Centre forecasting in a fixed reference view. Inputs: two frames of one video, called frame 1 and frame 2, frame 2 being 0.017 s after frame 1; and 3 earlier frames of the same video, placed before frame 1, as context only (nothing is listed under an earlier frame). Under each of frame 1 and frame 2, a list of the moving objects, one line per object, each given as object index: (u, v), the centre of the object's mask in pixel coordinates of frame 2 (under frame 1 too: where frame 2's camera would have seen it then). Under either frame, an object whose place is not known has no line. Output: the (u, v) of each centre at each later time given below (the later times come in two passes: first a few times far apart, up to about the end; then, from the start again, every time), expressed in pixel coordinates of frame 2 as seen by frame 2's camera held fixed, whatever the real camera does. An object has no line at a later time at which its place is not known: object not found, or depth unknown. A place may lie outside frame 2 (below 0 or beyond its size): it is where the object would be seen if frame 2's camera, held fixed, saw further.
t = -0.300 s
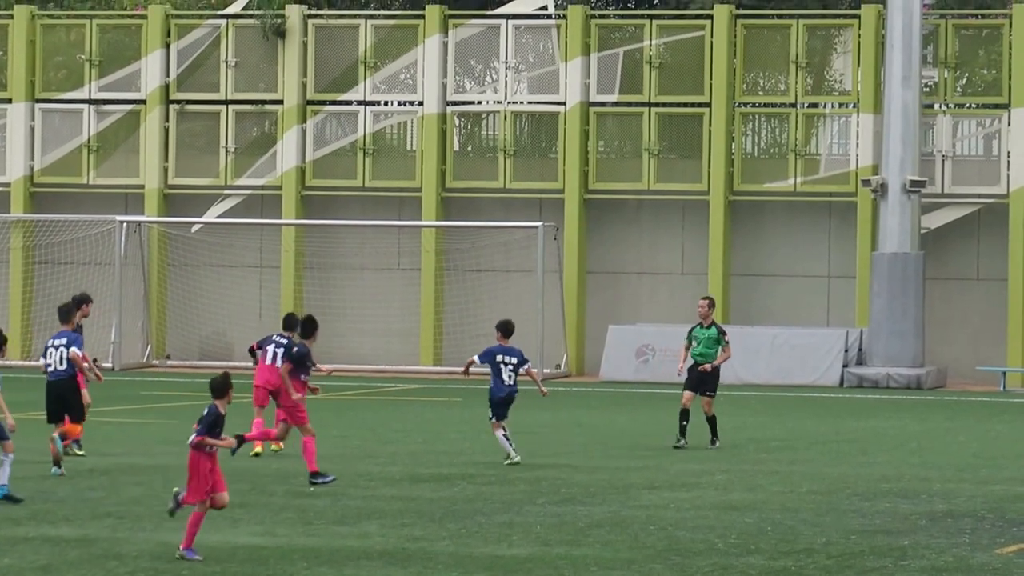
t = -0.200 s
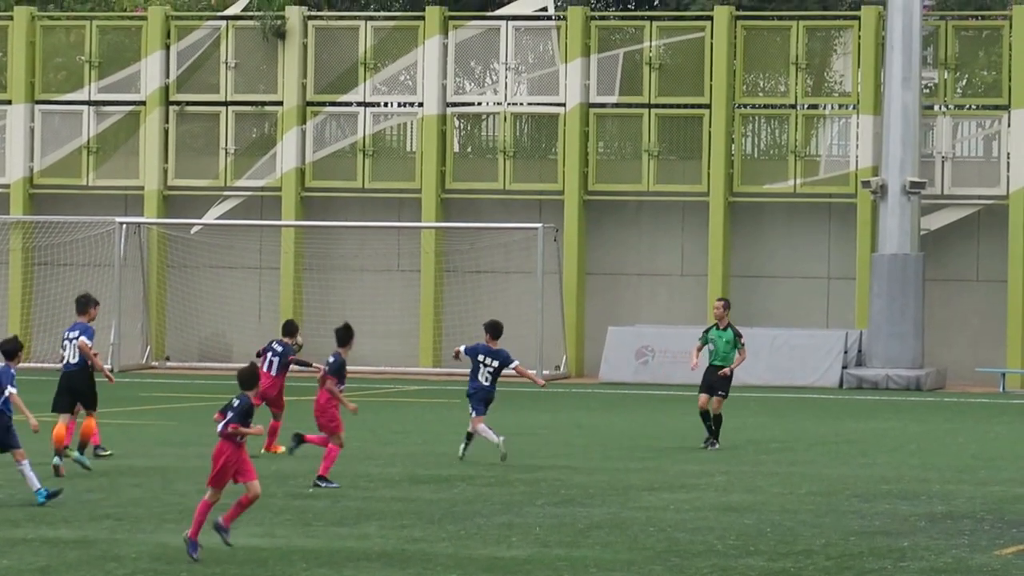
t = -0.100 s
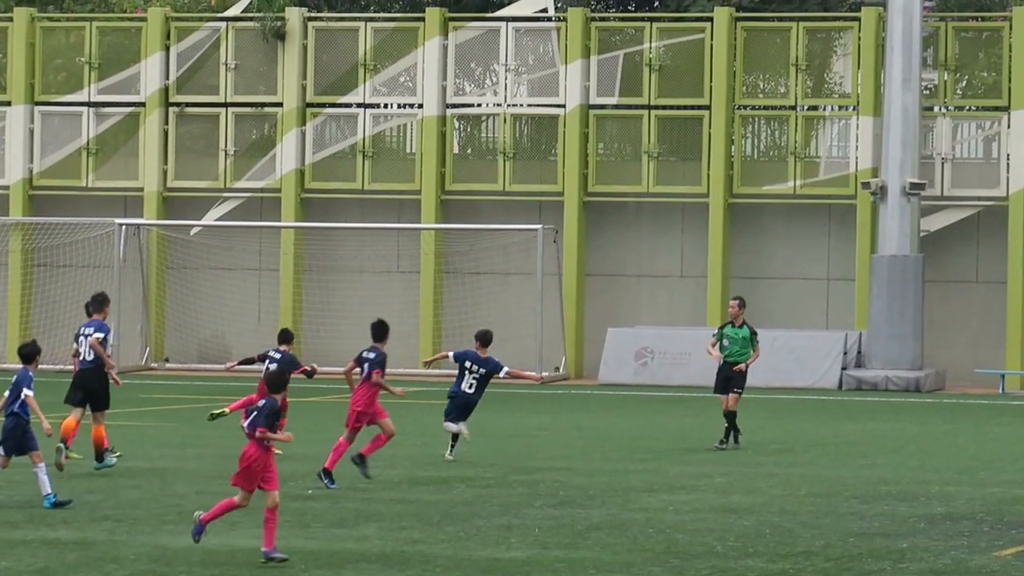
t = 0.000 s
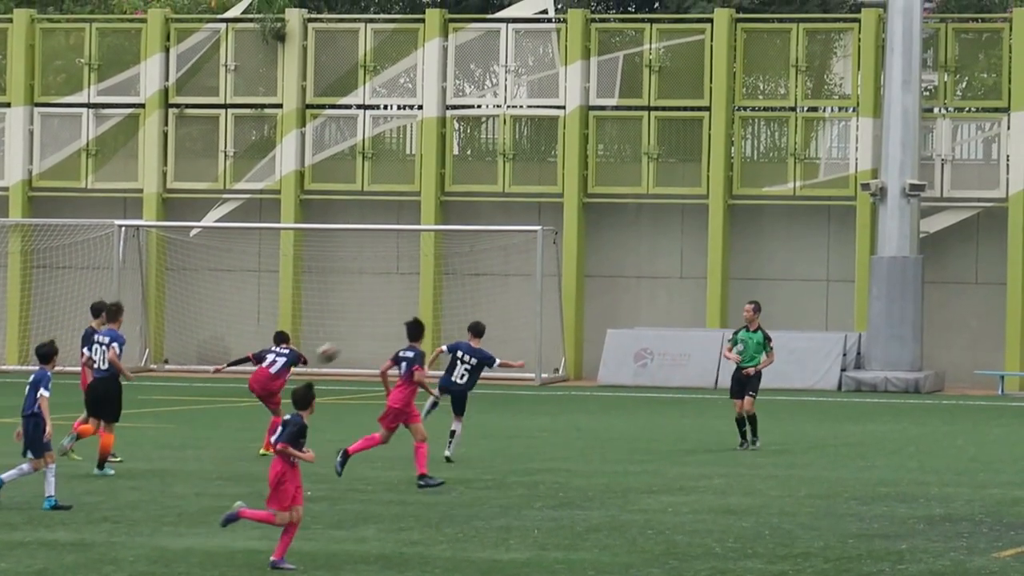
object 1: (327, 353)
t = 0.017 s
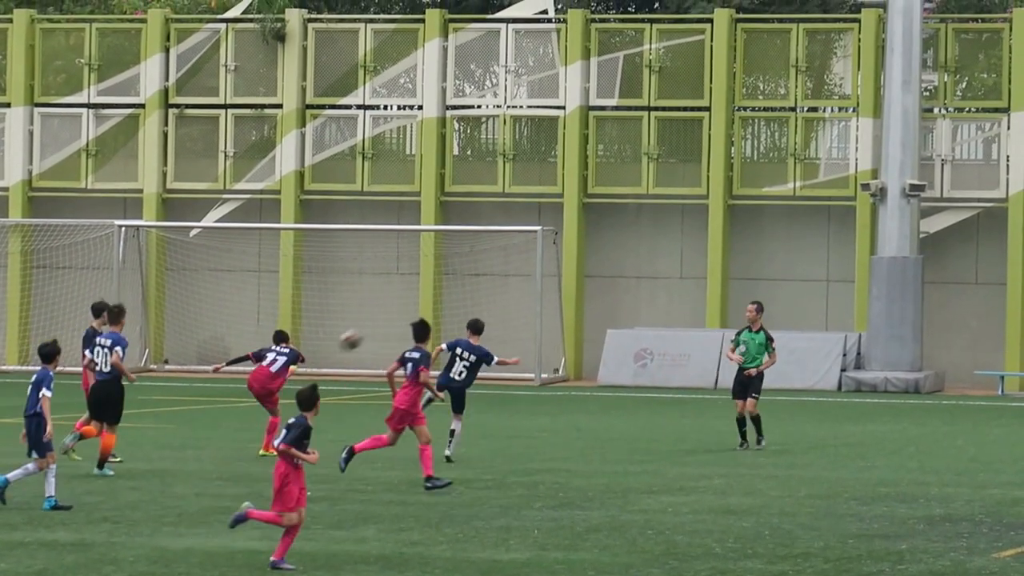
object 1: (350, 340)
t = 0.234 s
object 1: (652, 189)
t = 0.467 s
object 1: (969, 77)
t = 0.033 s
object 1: (374, 327)
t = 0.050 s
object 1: (397, 314)
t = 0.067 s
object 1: (419, 302)
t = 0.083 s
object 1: (444, 288)
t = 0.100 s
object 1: (467, 276)
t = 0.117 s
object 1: (491, 264)
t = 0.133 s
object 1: (513, 253)
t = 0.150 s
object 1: (536, 243)
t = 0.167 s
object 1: (560, 231)
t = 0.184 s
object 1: (584, 219)
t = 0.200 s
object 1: (606, 210)
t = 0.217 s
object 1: (629, 201)
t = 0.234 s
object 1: (652, 189)
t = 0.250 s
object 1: (676, 180)
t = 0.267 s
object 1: (697, 171)
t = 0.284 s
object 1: (720, 162)
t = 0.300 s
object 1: (744, 156)
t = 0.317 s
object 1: (766, 146)
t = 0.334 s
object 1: (788, 138)
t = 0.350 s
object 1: (811, 129)
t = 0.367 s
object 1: (832, 123)
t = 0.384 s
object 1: (856, 114)
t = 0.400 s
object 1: (878, 106)
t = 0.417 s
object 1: (901, 100)
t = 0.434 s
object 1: (923, 92)
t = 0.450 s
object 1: (946, 87)
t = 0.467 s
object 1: (969, 77)
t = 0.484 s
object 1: (992, 70)
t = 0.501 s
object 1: (1015, 65)
